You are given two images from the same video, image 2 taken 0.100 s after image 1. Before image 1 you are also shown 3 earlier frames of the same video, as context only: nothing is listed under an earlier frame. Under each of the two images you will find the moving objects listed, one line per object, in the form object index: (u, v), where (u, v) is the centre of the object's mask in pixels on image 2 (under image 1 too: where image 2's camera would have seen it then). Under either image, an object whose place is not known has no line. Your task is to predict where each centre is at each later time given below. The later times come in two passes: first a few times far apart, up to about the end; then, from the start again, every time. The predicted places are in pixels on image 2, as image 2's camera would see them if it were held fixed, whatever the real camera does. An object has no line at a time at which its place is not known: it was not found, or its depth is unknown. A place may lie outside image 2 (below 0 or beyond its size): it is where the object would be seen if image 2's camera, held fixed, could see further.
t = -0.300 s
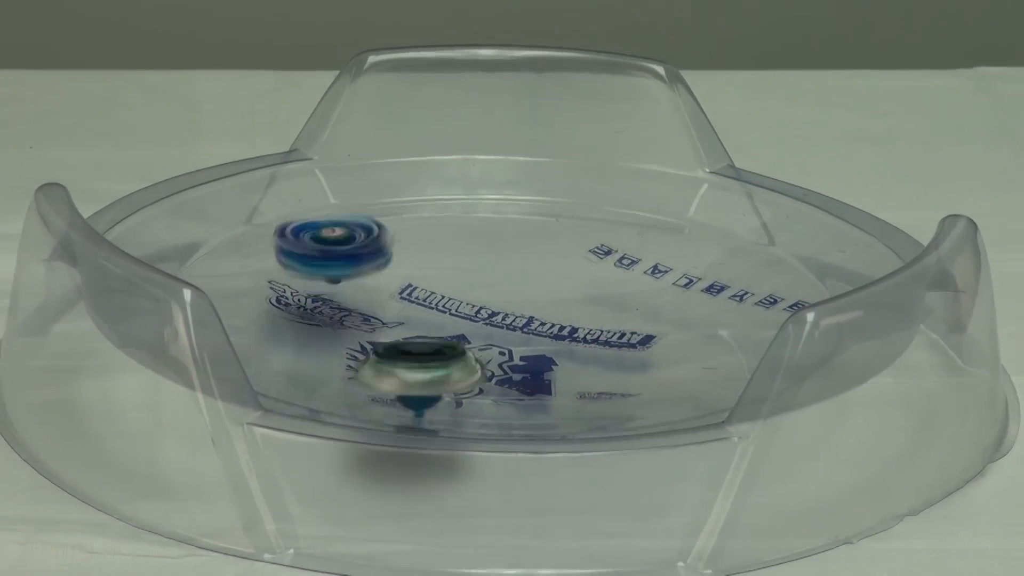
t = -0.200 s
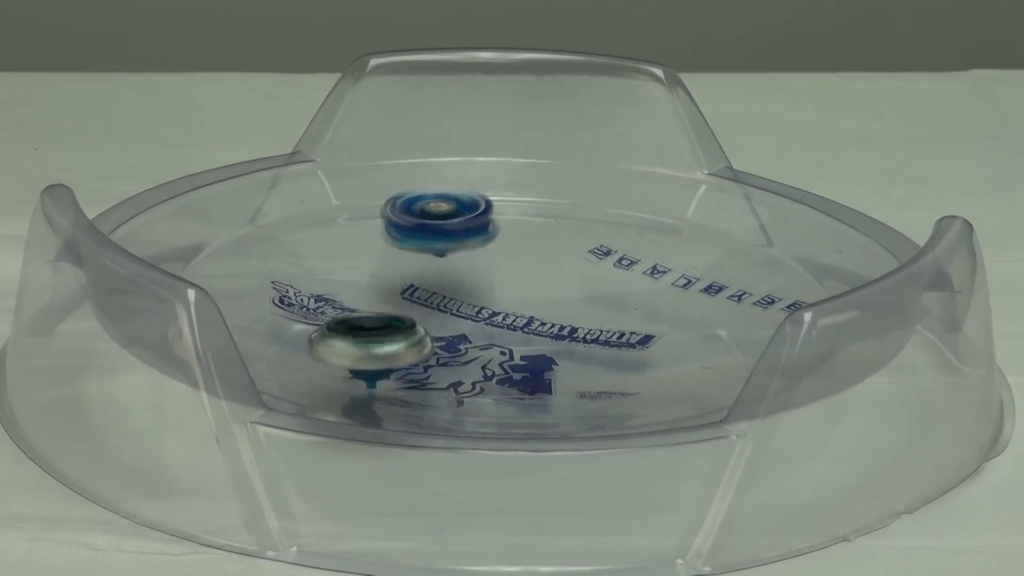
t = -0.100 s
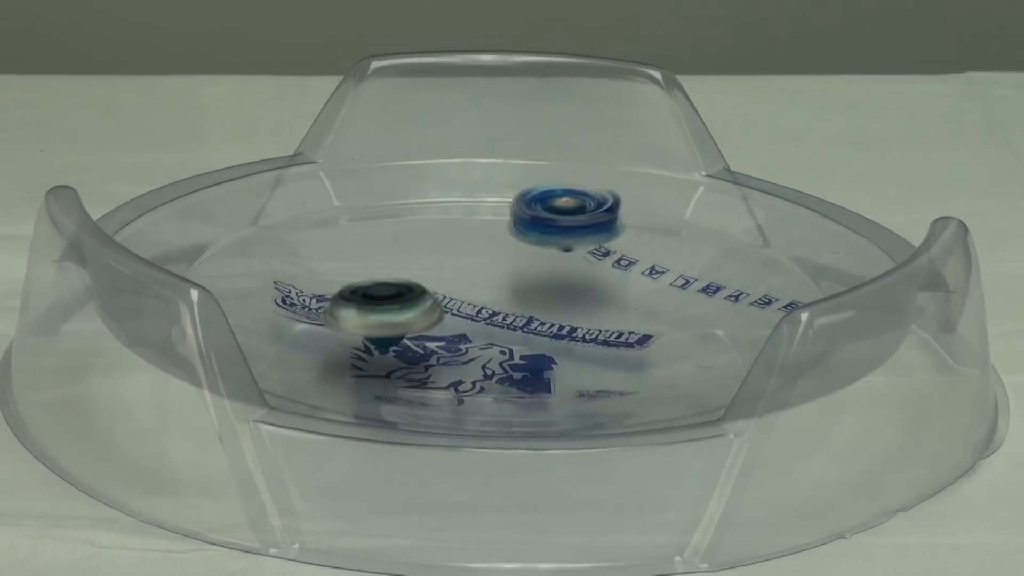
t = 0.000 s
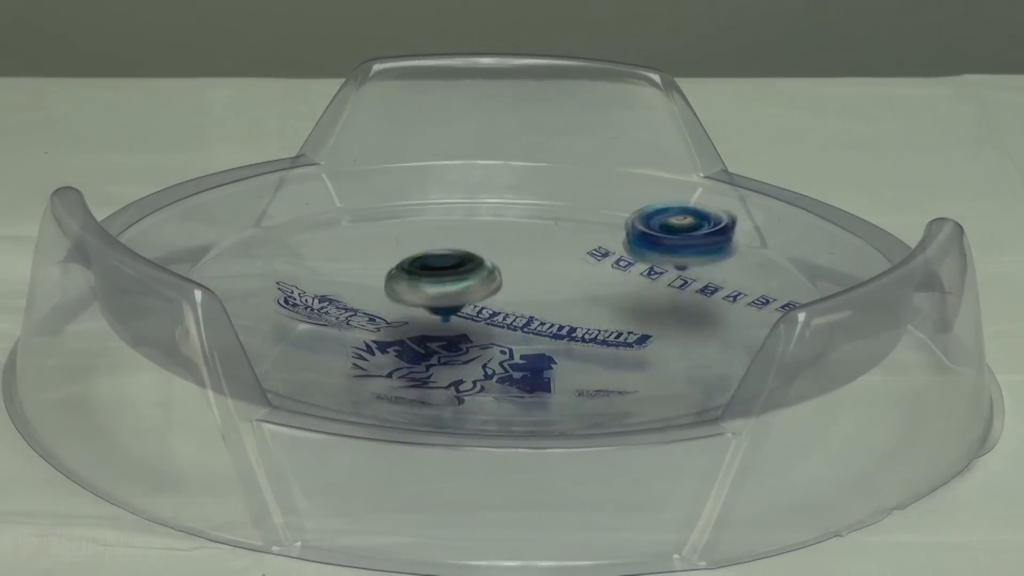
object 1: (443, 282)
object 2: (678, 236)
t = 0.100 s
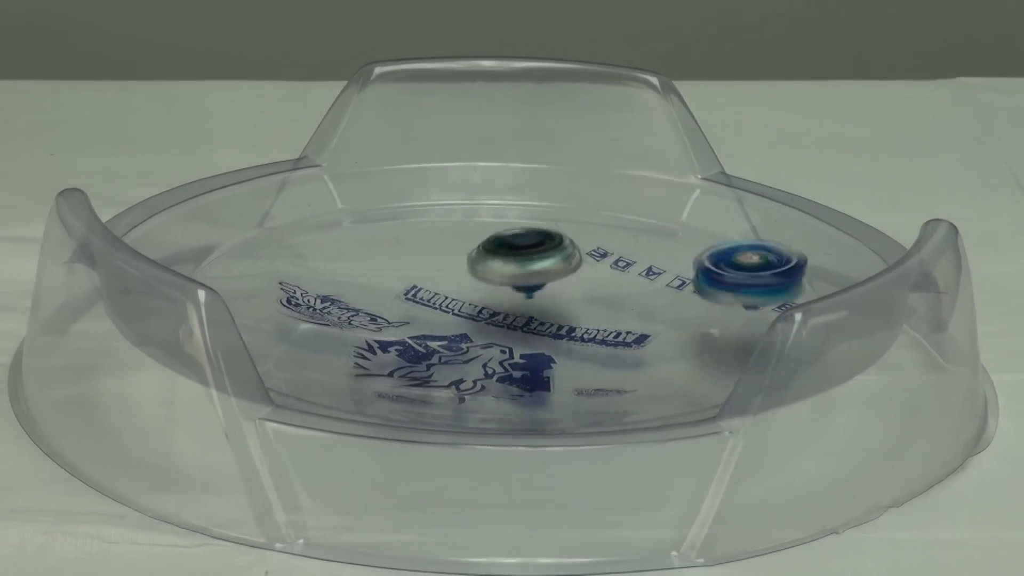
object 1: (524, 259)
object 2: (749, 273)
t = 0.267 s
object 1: (676, 247)
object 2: (701, 348)
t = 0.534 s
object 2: (363, 359)
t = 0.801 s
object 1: (442, 347)
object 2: (320, 243)
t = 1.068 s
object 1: (362, 249)
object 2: (608, 228)
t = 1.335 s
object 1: (554, 218)
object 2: (698, 338)
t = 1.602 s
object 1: (621, 326)
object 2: (394, 370)
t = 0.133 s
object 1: (555, 253)
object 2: (755, 285)
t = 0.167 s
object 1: (586, 250)
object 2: (751, 299)
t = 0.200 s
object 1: (618, 247)
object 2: (739, 315)
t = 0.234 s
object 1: (648, 247)
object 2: (719, 335)
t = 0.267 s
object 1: (676, 247)
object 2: (701, 348)
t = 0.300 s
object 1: (702, 250)
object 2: (671, 359)
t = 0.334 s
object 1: (726, 256)
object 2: (629, 372)
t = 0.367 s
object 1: (744, 264)
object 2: (586, 378)
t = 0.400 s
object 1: (756, 273)
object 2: (538, 379)
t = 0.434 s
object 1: (761, 285)
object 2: (491, 380)
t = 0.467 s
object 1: (753, 296)
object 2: (443, 378)
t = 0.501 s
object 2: (401, 369)
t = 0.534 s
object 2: (363, 359)
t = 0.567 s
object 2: (331, 346)
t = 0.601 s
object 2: (308, 333)
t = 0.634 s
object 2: (291, 317)
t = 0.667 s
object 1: (585, 360)
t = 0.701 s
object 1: (547, 360)
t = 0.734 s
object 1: (510, 359)
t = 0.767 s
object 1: (474, 355)
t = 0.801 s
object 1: (442, 347)
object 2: (320, 243)
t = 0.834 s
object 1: (414, 338)
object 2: (345, 233)
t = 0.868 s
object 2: (377, 223)
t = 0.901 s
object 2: (412, 218)
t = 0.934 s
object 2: (452, 214)
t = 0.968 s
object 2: (490, 213)
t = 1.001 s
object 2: (531, 215)
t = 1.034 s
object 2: (570, 220)
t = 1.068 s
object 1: (362, 249)
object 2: (608, 228)
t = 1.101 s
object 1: (375, 238)
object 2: (642, 238)
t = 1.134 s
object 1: (391, 228)
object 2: (671, 249)
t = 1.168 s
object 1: (413, 219)
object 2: (695, 261)
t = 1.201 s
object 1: (437, 213)
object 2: (714, 278)
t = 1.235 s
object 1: (465, 209)
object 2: (723, 290)
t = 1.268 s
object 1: (495, 208)
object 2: (720, 308)
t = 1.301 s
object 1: (526, 211)
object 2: (710, 325)
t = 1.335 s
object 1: (554, 218)
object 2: (698, 338)
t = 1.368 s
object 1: (581, 227)
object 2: (676, 352)
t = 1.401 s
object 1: (604, 239)
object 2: (646, 365)
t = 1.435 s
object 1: (622, 254)
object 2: (609, 373)
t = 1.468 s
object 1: (634, 269)
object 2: (568, 378)
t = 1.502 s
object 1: (639, 284)
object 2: (526, 376)
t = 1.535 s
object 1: (639, 299)
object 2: (480, 378)
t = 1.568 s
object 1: (633, 314)
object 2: (435, 377)
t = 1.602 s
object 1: (621, 326)
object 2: (394, 370)
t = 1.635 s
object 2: (355, 359)
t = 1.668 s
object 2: (322, 348)
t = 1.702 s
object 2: (298, 335)
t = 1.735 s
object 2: (285, 320)
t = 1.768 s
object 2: (278, 304)
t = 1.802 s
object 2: (276, 289)
